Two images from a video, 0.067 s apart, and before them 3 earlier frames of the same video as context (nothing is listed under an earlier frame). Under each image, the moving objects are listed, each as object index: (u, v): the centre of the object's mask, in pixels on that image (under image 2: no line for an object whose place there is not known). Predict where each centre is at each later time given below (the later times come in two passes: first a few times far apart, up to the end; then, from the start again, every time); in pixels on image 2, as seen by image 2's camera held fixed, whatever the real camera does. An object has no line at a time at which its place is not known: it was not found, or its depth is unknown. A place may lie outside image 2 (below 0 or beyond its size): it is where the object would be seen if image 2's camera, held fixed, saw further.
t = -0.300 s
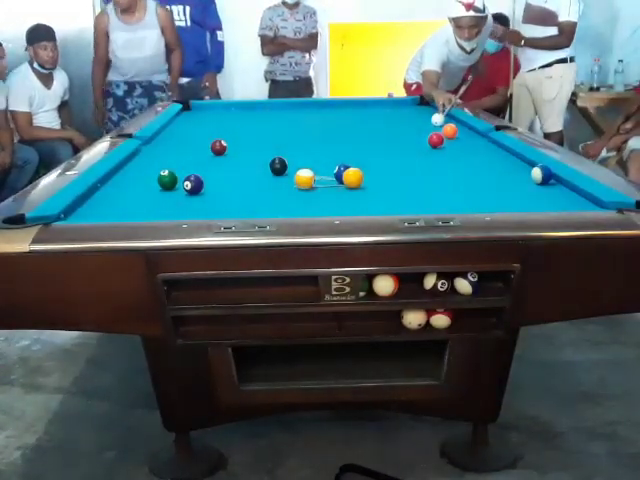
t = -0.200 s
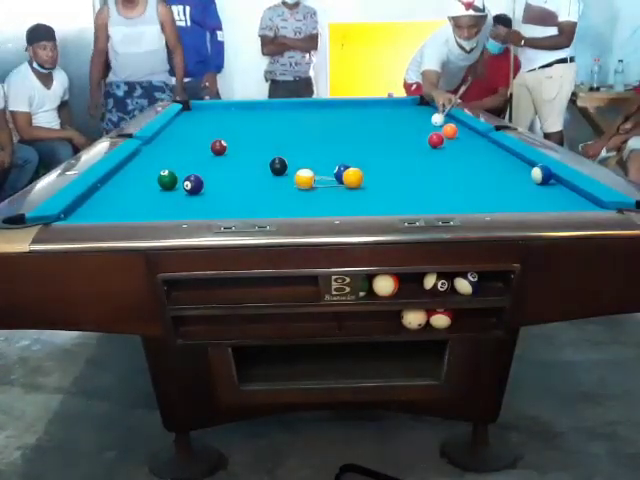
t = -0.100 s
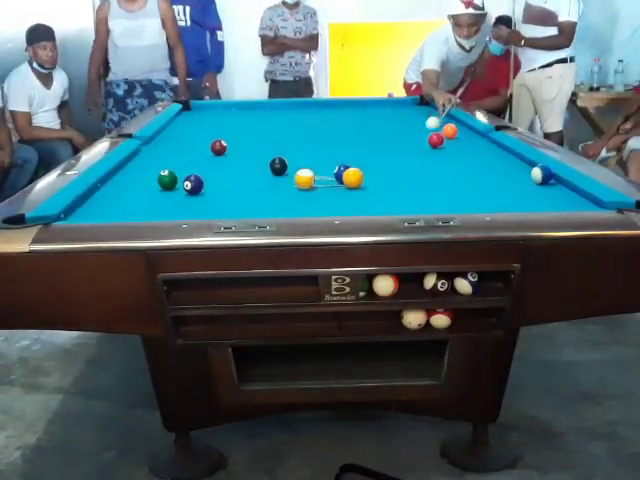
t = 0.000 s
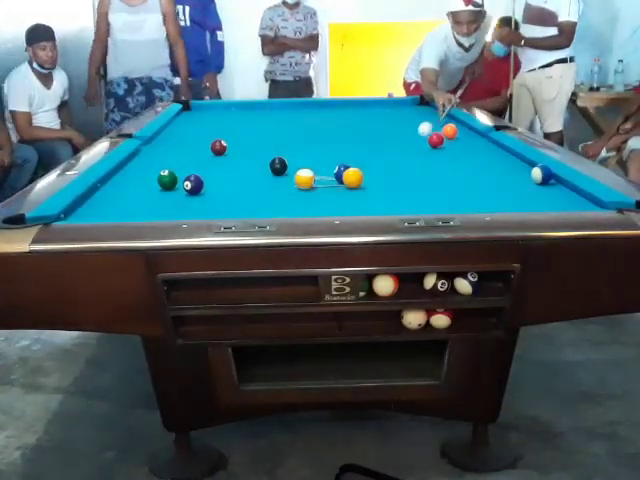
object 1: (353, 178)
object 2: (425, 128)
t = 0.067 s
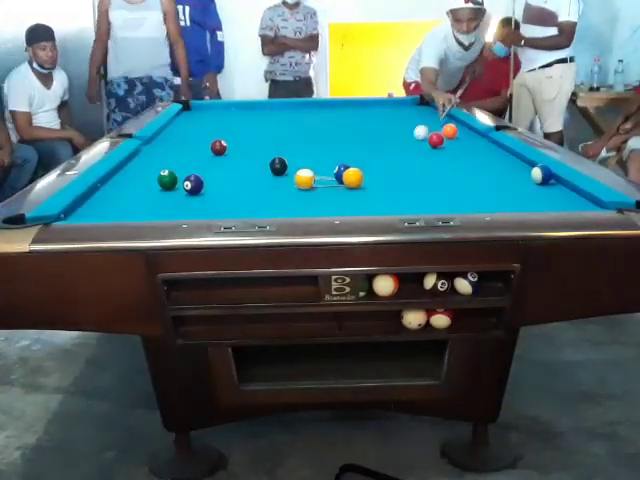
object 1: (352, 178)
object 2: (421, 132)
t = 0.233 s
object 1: (353, 178)
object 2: (410, 140)
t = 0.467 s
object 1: (353, 178)
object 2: (394, 153)
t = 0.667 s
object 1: (353, 178)
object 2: (378, 167)
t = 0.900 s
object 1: (325, 183)
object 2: (384, 180)
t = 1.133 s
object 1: (281, 191)
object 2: (410, 192)
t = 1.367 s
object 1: (235, 199)
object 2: (439, 203)
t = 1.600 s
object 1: (187, 206)
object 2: (460, 203)
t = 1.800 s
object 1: (146, 211)
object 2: (470, 198)
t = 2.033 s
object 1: (105, 214)
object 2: (478, 190)
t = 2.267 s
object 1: (83, 212)
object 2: (487, 183)
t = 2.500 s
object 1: (77, 210)
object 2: (494, 177)
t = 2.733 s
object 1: (95, 208)
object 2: (500, 171)
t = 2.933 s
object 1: (109, 206)
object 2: (505, 167)
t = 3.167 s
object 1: (123, 204)
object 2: (510, 163)
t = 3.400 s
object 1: (135, 201)
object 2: (515, 159)
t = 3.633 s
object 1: (145, 200)
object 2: (511, 156)
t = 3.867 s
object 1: (154, 198)
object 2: (504, 155)
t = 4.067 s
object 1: (160, 197)
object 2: (499, 153)
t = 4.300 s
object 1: (166, 196)
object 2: (493, 152)
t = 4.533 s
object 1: (170, 196)
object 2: (489, 151)
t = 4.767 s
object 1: (172, 195)
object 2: (485, 150)
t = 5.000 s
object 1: (172, 195)
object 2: (482, 149)
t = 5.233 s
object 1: (173, 195)
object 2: (481, 149)
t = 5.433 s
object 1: (173, 195)
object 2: (480, 149)
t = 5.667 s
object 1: (173, 195)
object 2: (480, 149)
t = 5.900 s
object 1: (173, 195)
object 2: (480, 149)
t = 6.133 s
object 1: (173, 195)
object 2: (480, 149)
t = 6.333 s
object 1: (173, 195)
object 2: (480, 149)
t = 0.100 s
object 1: (352, 178)
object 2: (419, 133)
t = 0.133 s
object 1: (353, 178)
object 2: (417, 135)
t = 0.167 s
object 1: (353, 178)
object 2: (415, 137)
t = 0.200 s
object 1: (352, 178)
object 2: (413, 138)
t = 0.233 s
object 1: (353, 178)
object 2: (410, 140)
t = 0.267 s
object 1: (353, 178)
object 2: (408, 142)
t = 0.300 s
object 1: (353, 178)
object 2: (406, 144)
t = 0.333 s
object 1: (353, 178)
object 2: (404, 145)
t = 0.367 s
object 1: (352, 178)
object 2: (402, 147)
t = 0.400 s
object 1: (353, 178)
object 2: (399, 149)
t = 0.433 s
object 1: (353, 178)
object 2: (397, 151)
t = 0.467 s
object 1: (353, 178)
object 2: (394, 153)
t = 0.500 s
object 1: (353, 178)
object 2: (392, 155)
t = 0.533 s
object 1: (353, 178)
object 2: (389, 157)
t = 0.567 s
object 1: (353, 178)
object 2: (386, 160)
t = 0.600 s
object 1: (353, 178)
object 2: (383, 162)
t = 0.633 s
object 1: (353, 178)
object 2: (380, 165)
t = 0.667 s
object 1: (353, 178)
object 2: (378, 167)
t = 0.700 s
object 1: (353, 178)
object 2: (374, 170)
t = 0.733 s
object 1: (353, 178)
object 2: (372, 172)
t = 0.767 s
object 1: (351, 178)
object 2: (369, 174)
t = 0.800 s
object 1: (344, 179)
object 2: (373, 176)
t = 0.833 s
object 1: (337, 181)
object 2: (377, 177)
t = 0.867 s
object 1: (330, 182)
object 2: (380, 179)
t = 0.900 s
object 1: (325, 183)
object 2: (384, 180)
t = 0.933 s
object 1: (319, 184)
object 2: (387, 182)
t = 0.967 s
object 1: (313, 185)
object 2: (391, 183)
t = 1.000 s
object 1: (306, 186)
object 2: (394, 185)
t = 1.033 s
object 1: (299, 188)
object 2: (398, 187)
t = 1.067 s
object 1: (292, 189)
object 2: (402, 189)
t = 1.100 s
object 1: (286, 190)
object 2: (406, 191)
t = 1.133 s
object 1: (281, 191)
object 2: (410, 192)
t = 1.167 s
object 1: (274, 192)
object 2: (414, 194)
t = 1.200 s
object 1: (267, 193)
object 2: (418, 196)
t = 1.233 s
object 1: (261, 194)
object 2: (422, 197)
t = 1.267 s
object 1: (255, 195)
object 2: (426, 199)
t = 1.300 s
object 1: (248, 196)
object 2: (430, 200)
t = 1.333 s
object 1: (242, 197)
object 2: (434, 201)
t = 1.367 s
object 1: (235, 199)
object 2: (439, 203)
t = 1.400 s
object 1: (228, 200)
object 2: (443, 204)
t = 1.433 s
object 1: (221, 201)
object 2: (448, 205)
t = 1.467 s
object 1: (215, 202)
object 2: (452, 206)
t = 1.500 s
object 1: (208, 203)
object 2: (455, 206)
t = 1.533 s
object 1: (201, 205)
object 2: (457, 205)
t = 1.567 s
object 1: (194, 205)
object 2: (459, 204)
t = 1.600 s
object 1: (187, 206)
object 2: (460, 203)
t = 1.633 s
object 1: (181, 207)
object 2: (462, 203)
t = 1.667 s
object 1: (174, 208)
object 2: (464, 202)
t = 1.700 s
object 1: (167, 208)
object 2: (465, 201)
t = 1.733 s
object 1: (160, 209)
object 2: (467, 200)
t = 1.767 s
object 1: (153, 210)
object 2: (468, 199)
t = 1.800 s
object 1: (146, 211)
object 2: (470, 198)
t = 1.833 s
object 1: (139, 211)
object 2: (471, 198)
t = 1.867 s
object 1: (132, 212)
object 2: (472, 196)
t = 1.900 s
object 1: (124, 213)
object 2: (473, 195)
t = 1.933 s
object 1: (117, 214)
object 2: (475, 194)
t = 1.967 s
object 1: (112, 214)
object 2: (476, 193)
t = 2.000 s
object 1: (108, 214)
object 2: (477, 191)
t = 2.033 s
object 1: (105, 214)
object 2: (478, 190)
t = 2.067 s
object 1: (102, 213)
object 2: (480, 189)
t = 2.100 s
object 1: (99, 213)
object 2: (481, 188)
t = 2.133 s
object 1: (95, 213)
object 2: (482, 187)
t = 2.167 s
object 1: (92, 213)
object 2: (483, 186)
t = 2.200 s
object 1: (89, 212)
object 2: (485, 185)
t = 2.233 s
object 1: (86, 212)
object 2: (486, 184)
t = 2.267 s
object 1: (83, 212)
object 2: (487, 183)
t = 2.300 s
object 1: (80, 212)
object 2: (487, 182)
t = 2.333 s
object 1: (78, 212)
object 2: (489, 181)
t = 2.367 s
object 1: (75, 212)
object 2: (490, 180)
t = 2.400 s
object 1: (72, 211)
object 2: (491, 179)
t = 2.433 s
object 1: (71, 211)
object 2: (492, 179)
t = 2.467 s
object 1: (74, 211)
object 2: (493, 178)
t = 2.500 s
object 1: (77, 210)
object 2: (494, 177)
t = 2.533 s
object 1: (79, 210)
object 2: (495, 176)
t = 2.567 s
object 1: (82, 210)
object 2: (495, 175)
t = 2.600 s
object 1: (85, 209)
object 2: (497, 174)
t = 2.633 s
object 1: (87, 209)
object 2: (498, 173)
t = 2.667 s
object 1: (90, 209)
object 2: (498, 173)
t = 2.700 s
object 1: (93, 209)
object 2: (499, 172)
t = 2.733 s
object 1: (95, 208)
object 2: (500, 171)
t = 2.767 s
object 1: (98, 208)
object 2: (501, 171)
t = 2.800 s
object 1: (100, 207)
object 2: (502, 170)
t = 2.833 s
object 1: (102, 207)
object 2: (503, 169)
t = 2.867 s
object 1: (105, 207)
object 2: (504, 168)
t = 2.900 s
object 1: (107, 207)
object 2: (504, 168)
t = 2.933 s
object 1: (109, 206)
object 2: (505, 167)
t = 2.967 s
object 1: (111, 206)
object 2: (506, 167)
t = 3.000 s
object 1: (114, 206)
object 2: (507, 166)
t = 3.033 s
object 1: (115, 205)
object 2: (508, 165)
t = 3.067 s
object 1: (117, 205)
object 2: (508, 164)
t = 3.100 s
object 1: (119, 205)
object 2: (509, 164)
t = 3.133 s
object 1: (121, 204)
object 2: (510, 163)
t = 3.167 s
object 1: (123, 204)
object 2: (510, 163)
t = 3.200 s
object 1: (125, 203)
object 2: (511, 162)
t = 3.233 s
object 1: (127, 203)
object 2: (512, 162)
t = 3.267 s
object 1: (129, 203)
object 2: (512, 161)
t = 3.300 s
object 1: (130, 202)
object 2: (513, 161)
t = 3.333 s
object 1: (132, 202)
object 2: (514, 160)
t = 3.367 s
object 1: (134, 202)
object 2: (515, 160)
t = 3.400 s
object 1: (135, 201)
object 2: (515, 159)
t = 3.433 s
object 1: (137, 201)
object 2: (515, 158)
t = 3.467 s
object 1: (138, 201)
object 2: (516, 158)
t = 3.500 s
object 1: (140, 201)
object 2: (516, 157)
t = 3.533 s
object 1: (141, 200)
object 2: (514, 157)
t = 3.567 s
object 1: (143, 200)
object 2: (513, 157)
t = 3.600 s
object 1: (144, 200)
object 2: (512, 156)
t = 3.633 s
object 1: (145, 200)
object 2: (511, 156)
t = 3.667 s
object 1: (147, 200)
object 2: (510, 156)
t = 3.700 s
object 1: (148, 199)
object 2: (509, 156)
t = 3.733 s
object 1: (149, 199)
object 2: (508, 155)
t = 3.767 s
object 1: (150, 199)
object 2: (507, 155)
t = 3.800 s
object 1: (151, 199)
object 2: (506, 155)
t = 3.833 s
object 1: (153, 198)
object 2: (505, 155)
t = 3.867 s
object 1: (154, 198)
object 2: (504, 155)
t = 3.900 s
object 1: (155, 198)
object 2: (503, 154)
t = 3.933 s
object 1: (156, 198)
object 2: (502, 154)
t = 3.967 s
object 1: (157, 198)
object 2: (501, 154)
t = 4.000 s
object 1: (158, 198)
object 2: (500, 154)
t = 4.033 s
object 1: (159, 197)
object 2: (499, 154)
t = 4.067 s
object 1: (160, 197)
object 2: (499, 153)
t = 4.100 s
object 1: (161, 197)
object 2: (498, 153)
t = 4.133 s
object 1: (162, 197)
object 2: (497, 153)
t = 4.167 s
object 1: (162, 197)
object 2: (496, 153)
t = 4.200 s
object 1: (163, 197)
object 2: (495, 153)
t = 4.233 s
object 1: (164, 197)
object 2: (494, 153)
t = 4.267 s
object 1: (165, 196)
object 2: (494, 152)
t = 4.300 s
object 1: (166, 196)
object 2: (493, 152)
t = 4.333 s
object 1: (166, 196)
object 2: (492, 152)
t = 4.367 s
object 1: (167, 196)
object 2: (492, 152)
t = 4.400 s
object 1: (167, 196)
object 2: (491, 152)
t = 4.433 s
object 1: (168, 196)
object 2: (490, 152)
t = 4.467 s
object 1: (168, 196)
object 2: (490, 151)
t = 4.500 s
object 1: (169, 196)
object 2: (489, 151)
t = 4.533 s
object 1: (170, 196)
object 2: (489, 151)
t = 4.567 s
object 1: (170, 196)
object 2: (488, 151)
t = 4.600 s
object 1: (170, 196)
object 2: (487, 151)
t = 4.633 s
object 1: (171, 196)
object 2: (487, 151)
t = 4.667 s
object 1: (171, 196)
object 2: (486, 151)
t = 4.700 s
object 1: (171, 196)
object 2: (486, 150)
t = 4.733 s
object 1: (171, 195)
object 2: (485, 150)
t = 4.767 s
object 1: (172, 195)
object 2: (485, 150)
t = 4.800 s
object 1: (172, 195)
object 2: (484, 150)
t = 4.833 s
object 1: (172, 195)
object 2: (484, 150)
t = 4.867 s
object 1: (172, 195)
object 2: (484, 150)
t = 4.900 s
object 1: (172, 195)
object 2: (483, 150)
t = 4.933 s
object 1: (172, 195)
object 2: (483, 150)
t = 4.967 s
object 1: (172, 195)
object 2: (483, 150)
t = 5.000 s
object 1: (172, 195)
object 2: (482, 149)
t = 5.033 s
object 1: (173, 195)
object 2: (482, 149)
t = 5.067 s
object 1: (173, 195)
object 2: (482, 149)
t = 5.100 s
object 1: (173, 195)
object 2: (482, 149)
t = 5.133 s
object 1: (173, 195)
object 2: (481, 149)
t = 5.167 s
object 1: (173, 195)
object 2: (481, 149)
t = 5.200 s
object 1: (172, 195)
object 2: (481, 149)
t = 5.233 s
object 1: (173, 195)
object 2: (481, 149)
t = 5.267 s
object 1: (173, 195)
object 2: (481, 149)
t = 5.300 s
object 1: (172, 195)
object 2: (480, 149)
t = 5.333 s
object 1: (173, 195)
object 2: (480, 149)
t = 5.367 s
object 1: (172, 195)
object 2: (480, 149)
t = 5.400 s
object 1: (173, 195)
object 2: (480, 149)
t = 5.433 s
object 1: (173, 195)
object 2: (480, 149)
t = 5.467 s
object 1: (173, 195)
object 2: (480, 149)
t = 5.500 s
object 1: (172, 195)
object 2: (480, 149)
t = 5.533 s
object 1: (173, 195)
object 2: (480, 149)
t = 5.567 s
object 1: (172, 195)
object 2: (480, 149)
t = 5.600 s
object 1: (172, 195)
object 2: (480, 149)
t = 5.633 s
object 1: (172, 195)
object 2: (480, 149)
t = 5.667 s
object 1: (173, 195)
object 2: (480, 149)
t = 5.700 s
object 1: (173, 195)
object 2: (480, 149)
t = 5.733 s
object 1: (172, 195)
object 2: (480, 149)
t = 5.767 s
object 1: (172, 195)
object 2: (480, 149)
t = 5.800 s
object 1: (172, 195)
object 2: (480, 149)
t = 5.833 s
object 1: (172, 195)
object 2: (480, 149)
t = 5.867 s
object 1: (172, 195)
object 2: (480, 149)
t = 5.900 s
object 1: (173, 195)
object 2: (480, 149)
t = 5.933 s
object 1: (172, 195)
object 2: (480, 149)
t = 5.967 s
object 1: (173, 195)
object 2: (480, 149)
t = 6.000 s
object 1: (173, 195)
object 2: (480, 149)
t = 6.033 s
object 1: (173, 195)
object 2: (480, 149)
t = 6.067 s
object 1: (173, 195)
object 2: (480, 149)
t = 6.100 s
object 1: (173, 195)
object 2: (480, 149)
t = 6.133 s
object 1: (173, 195)
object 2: (480, 149)
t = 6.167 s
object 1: (173, 195)
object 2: (480, 149)
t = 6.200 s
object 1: (173, 195)
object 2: (480, 149)
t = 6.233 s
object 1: (173, 195)
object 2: (480, 149)
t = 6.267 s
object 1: (173, 195)
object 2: (480, 149)
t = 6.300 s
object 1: (173, 195)
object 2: (480, 149)
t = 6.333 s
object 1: (173, 195)
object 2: (480, 149)
